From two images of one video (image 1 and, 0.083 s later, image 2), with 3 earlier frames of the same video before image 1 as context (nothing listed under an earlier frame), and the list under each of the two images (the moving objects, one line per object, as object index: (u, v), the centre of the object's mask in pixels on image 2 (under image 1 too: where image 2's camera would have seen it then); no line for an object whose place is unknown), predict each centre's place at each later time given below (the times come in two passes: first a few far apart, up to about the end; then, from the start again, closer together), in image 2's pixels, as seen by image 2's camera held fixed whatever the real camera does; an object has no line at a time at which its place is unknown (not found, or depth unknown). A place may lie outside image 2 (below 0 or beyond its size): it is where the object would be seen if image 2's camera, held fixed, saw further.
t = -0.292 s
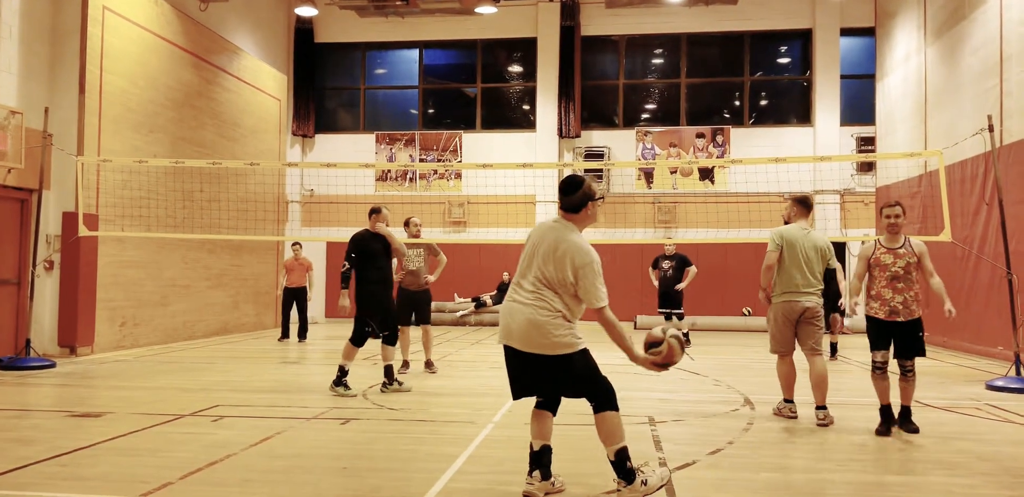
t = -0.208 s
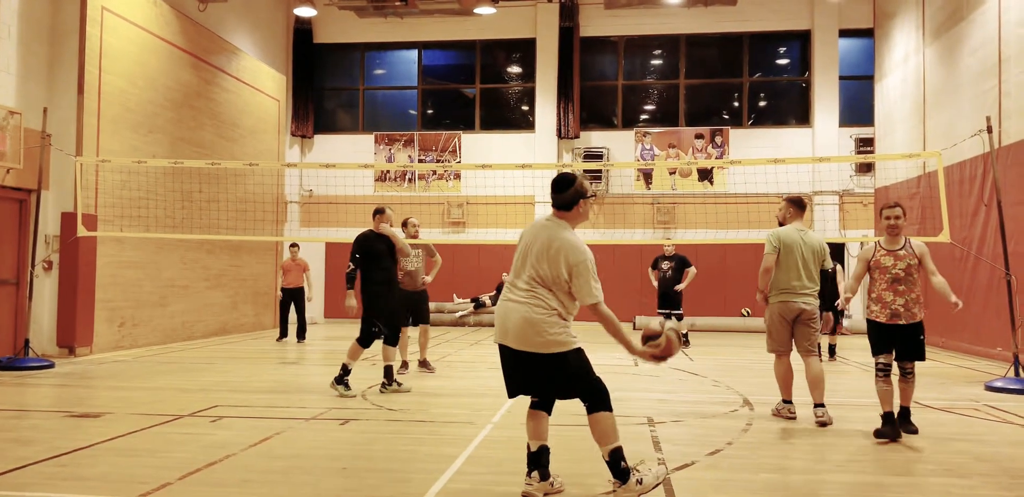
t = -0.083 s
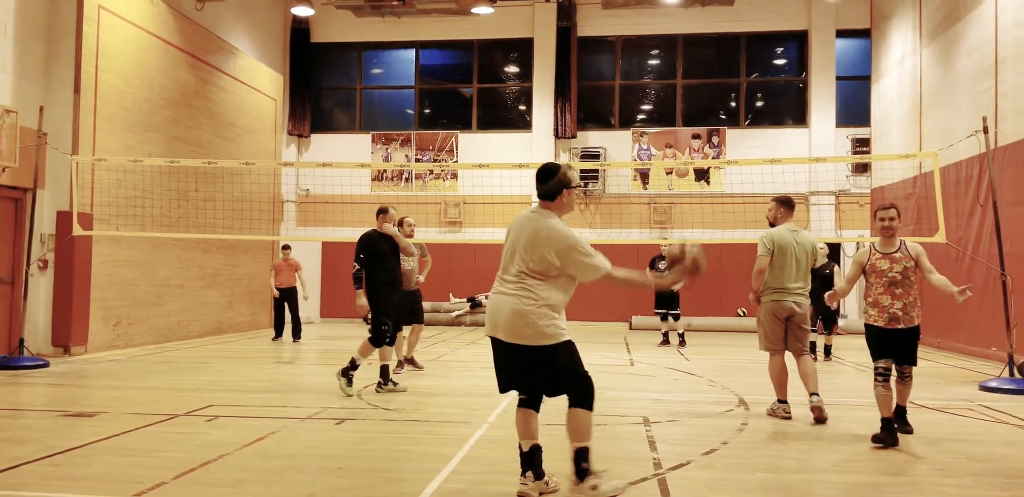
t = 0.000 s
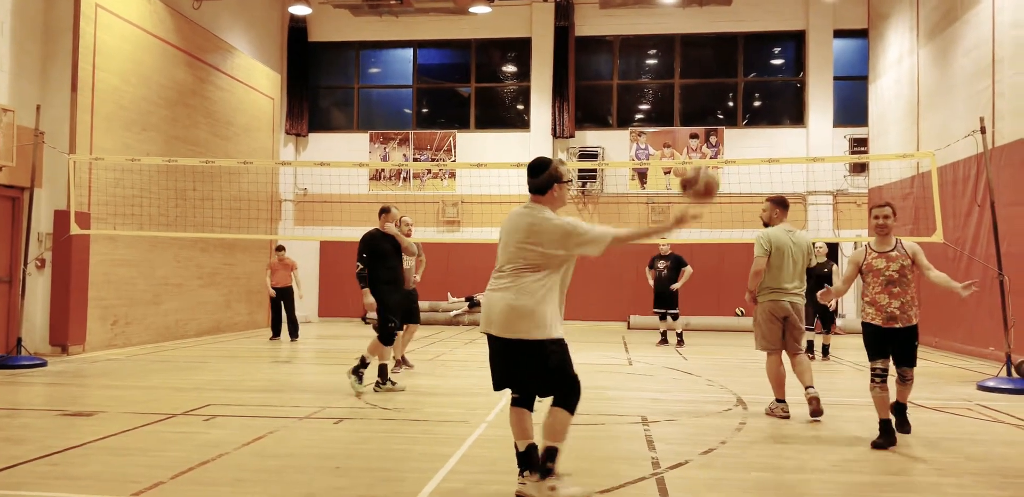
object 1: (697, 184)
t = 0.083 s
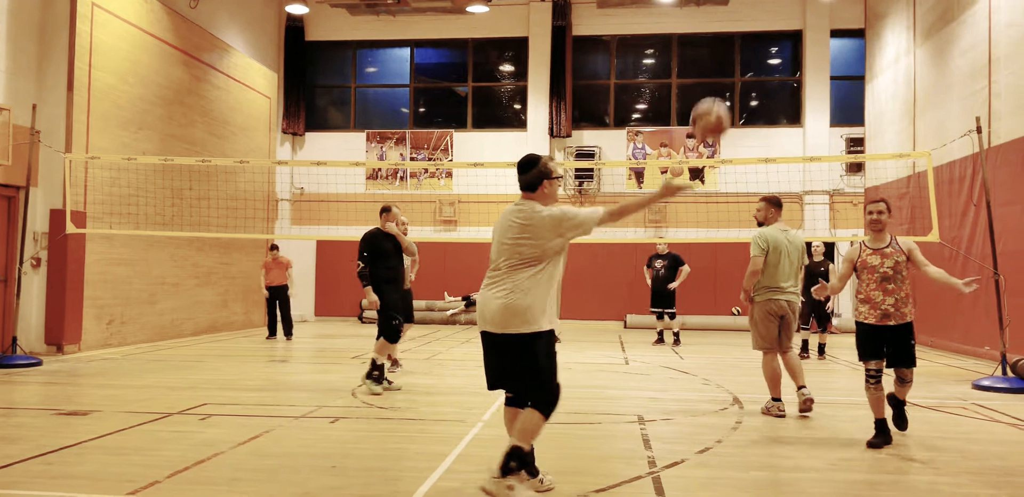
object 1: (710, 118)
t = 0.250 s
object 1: (739, 33)
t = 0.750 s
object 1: (812, 65)
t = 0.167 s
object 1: (724, 71)
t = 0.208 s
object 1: (731, 51)
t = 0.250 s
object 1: (739, 33)
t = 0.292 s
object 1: (747, 19)
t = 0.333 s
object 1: (752, 11)
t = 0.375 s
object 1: (759, 8)
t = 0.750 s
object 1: (812, 65)
